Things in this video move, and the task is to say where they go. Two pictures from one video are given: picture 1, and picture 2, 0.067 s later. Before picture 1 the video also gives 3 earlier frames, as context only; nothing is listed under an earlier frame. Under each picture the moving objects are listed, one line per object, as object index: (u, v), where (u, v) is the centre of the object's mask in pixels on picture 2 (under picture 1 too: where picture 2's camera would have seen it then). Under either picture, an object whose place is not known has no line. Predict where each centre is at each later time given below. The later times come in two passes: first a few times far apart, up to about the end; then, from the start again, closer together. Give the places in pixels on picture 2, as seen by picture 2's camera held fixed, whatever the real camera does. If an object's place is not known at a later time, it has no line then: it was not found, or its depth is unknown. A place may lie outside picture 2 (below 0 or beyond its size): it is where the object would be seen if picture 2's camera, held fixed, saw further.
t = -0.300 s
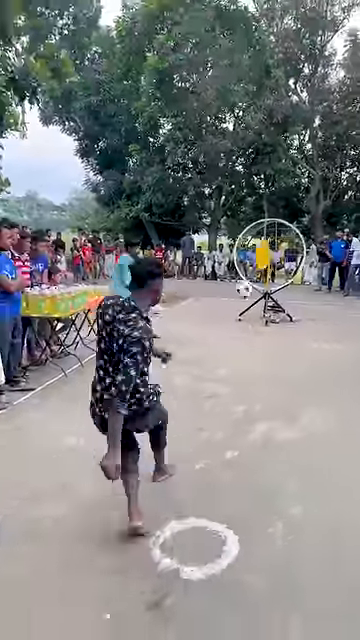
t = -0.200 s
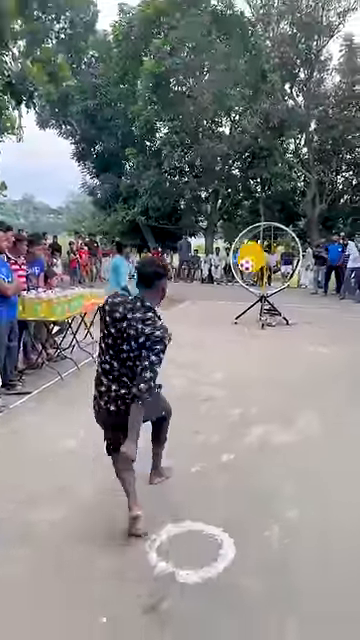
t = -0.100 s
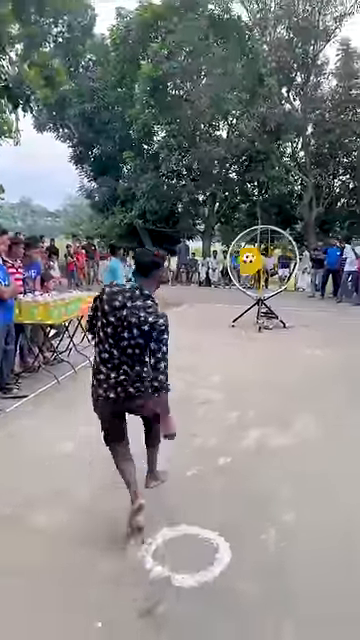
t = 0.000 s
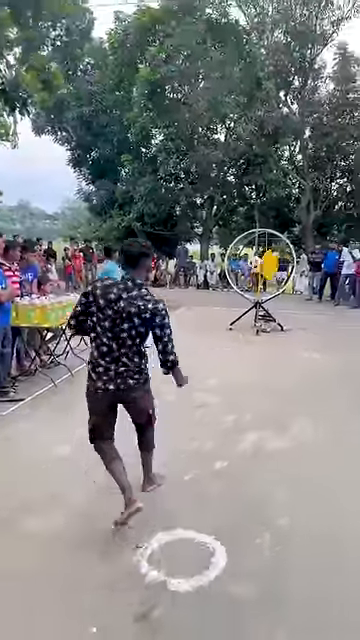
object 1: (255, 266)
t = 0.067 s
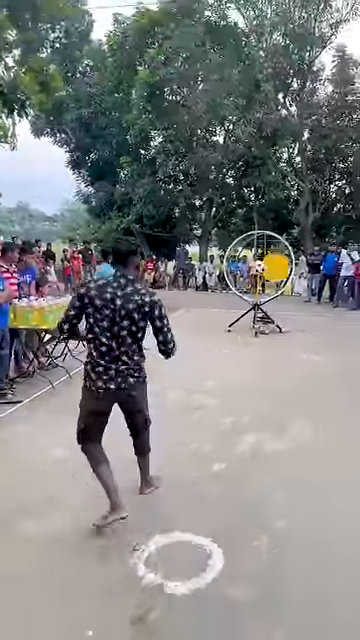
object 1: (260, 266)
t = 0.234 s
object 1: (262, 286)
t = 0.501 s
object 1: (234, 341)
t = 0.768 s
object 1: (200, 301)
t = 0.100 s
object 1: (261, 270)
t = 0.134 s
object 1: (266, 273)
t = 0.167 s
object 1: (267, 277)
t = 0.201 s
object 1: (266, 280)
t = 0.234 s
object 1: (262, 286)
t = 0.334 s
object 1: (249, 302)
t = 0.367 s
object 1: (248, 310)
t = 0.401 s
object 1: (245, 318)
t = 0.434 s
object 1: (242, 327)
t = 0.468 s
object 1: (238, 337)
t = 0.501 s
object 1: (234, 341)
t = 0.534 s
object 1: (230, 334)
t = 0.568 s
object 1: (227, 327)
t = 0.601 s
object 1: (223, 322)
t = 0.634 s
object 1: (218, 316)
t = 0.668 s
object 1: (214, 312)
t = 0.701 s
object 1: (210, 308)
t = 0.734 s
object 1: (205, 304)
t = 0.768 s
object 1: (200, 301)
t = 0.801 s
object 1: (196, 300)
